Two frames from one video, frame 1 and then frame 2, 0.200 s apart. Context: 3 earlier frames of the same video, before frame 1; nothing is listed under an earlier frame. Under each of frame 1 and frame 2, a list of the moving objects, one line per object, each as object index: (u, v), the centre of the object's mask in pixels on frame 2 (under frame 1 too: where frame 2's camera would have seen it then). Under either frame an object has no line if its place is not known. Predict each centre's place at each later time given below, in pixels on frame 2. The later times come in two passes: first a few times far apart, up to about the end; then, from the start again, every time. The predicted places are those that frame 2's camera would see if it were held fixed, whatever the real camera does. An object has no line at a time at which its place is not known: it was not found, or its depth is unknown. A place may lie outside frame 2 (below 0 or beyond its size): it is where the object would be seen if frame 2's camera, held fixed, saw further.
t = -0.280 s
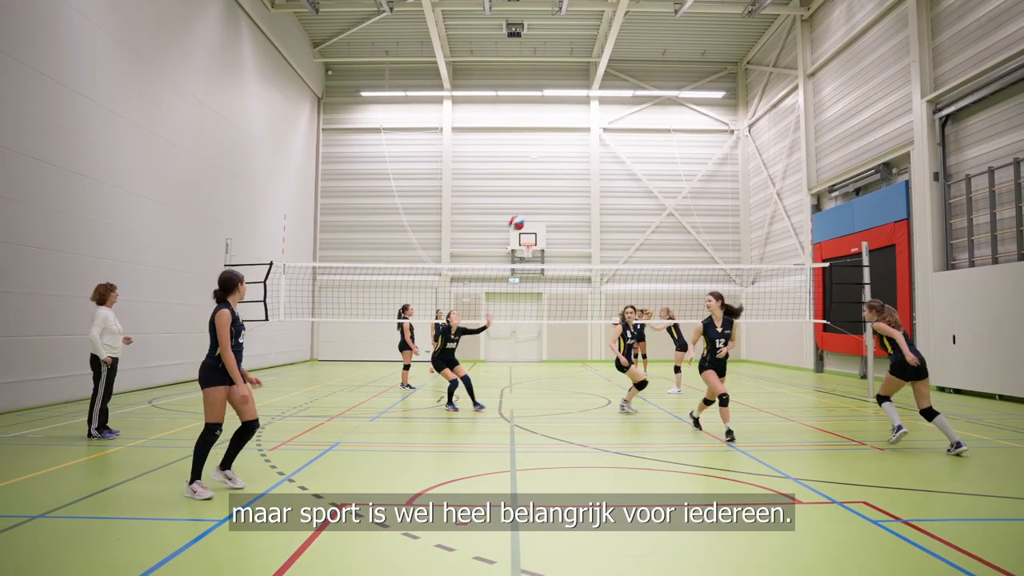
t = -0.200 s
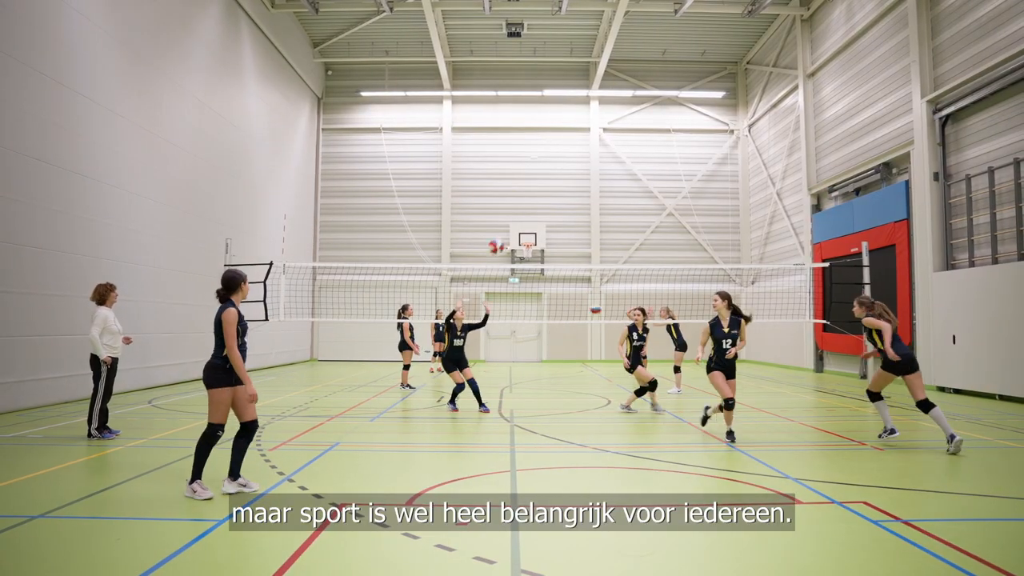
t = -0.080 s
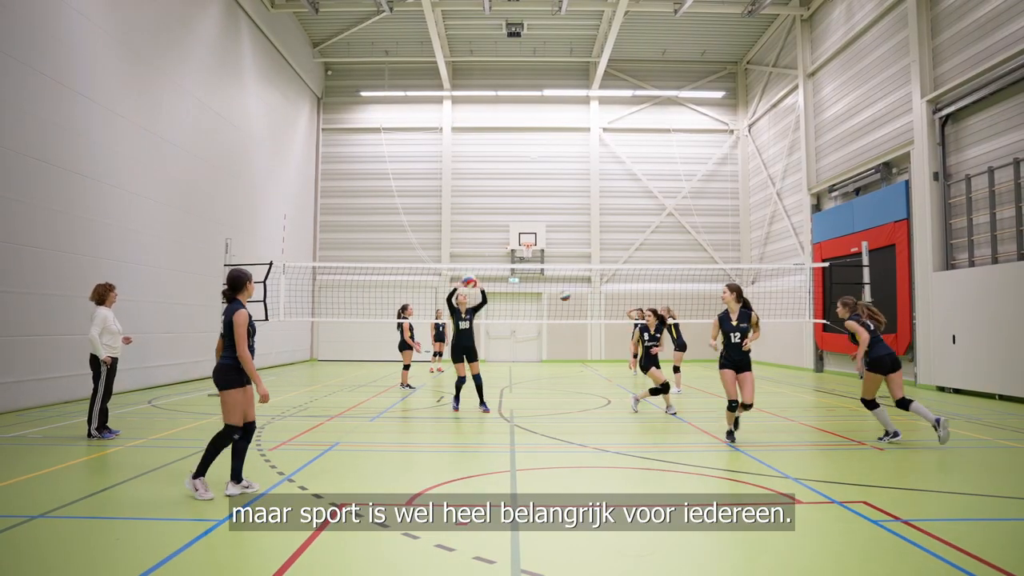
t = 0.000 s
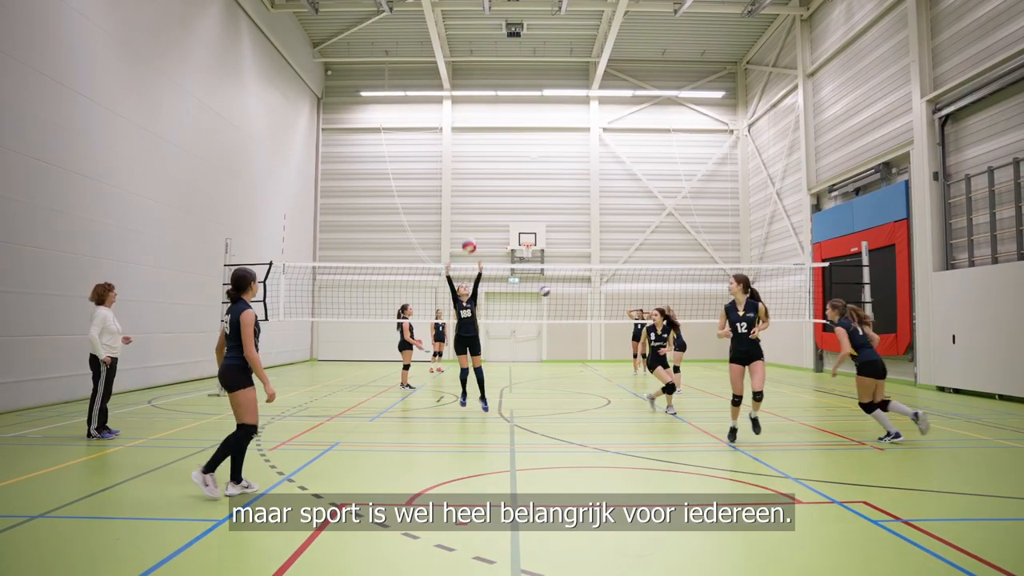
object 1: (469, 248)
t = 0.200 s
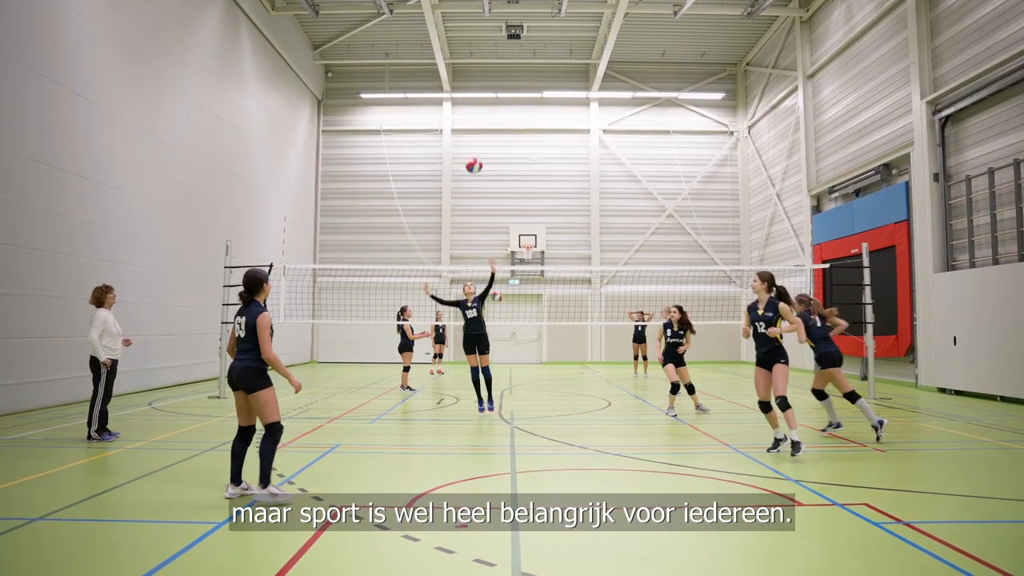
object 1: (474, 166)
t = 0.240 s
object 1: (475, 151)
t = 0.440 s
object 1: (481, 93)
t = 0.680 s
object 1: (489, 61)
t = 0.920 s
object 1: (498, 85)
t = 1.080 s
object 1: (503, 152)
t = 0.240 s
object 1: (475, 151)
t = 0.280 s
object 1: (475, 137)
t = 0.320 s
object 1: (477, 126)
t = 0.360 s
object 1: (478, 114)
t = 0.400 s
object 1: (479, 104)
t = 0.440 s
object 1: (481, 93)
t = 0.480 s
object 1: (482, 84)
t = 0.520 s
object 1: (483, 78)
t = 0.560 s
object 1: (485, 72)
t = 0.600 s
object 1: (486, 67)
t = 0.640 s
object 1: (487, 64)
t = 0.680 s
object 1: (489, 61)
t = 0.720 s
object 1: (490, 61)
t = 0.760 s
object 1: (492, 62)
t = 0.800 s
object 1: (494, 65)
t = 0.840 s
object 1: (495, 70)
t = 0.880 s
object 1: (496, 77)
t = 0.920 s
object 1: (498, 85)
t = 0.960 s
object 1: (500, 97)
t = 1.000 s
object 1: (501, 111)
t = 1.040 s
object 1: (503, 131)
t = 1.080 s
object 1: (503, 152)
